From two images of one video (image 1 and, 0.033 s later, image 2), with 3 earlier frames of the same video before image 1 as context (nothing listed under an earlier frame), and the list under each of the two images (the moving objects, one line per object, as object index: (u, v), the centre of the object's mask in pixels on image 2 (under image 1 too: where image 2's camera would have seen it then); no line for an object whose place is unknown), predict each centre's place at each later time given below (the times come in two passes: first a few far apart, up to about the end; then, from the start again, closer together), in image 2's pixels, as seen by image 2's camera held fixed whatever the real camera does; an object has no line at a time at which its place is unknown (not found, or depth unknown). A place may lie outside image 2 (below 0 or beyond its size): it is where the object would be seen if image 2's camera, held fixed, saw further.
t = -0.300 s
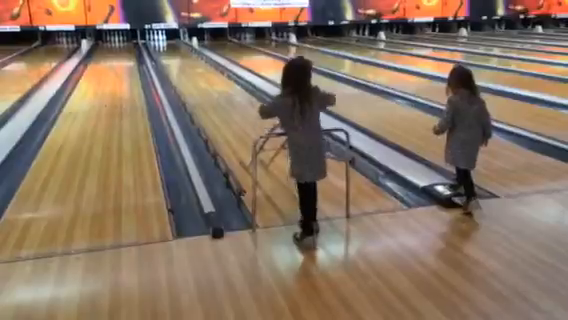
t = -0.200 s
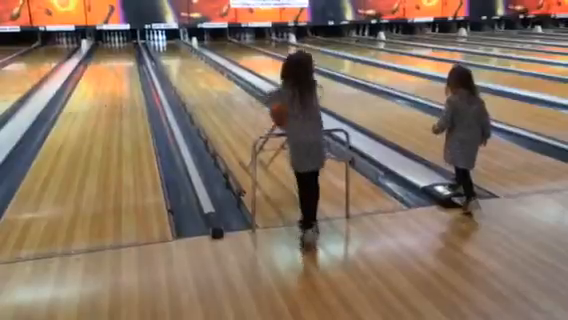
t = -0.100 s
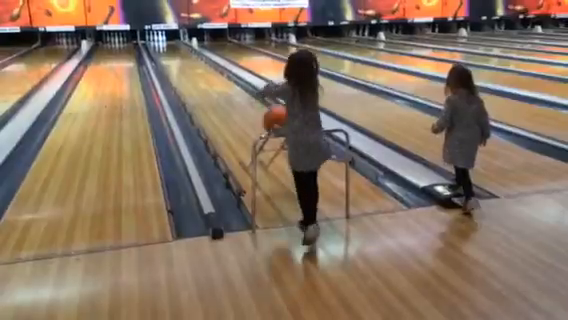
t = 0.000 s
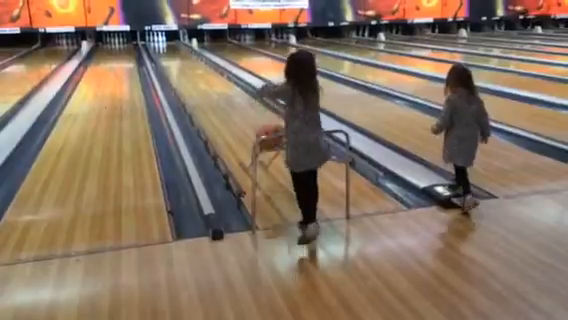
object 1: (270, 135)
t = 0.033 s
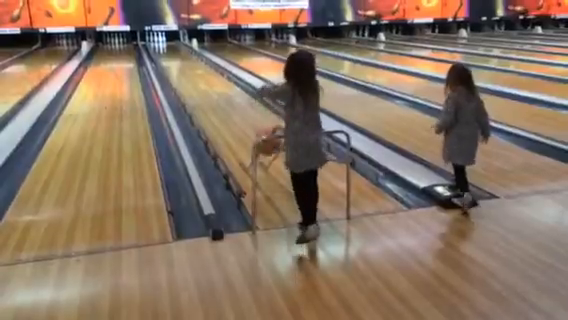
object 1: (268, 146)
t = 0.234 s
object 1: (246, 153)
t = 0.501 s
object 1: (229, 133)
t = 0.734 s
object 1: (214, 118)
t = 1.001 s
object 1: (204, 108)
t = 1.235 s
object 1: (196, 100)
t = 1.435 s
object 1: (189, 92)
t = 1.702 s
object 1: (183, 86)
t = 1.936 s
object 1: (178, 81)
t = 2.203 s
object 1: (175, 75)
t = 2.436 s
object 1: (173, 73)
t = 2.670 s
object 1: (171, 69)
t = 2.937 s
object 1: (167, 66)
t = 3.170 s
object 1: (166, 63)
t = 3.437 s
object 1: (165, 58)
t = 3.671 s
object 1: (163, 57)
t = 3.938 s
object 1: (162, 54)
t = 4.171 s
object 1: (162, 53)
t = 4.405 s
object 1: (161, 51)
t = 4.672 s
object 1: (161, 51)
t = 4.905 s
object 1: (160, 50)
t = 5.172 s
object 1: (160, 50)
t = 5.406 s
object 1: (160, 49)
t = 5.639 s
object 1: (160, 49)
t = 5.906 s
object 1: (160, 48)
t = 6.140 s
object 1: (160, 47)
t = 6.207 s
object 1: (160, 47)
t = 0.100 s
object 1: (261, 152)
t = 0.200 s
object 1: (247, 156)
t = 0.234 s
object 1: (246, 153)
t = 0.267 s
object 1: (245, 152)
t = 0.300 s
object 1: (244, 149)
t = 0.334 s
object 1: (242, 145)
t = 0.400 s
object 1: (236, 141)
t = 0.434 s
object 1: (233, 137)
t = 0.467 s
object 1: (231, 135)
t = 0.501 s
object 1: (229, 133)
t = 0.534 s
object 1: (227, 132)
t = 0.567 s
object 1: (223, 128)
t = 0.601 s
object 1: (222, 127)
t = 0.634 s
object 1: (220, 126)
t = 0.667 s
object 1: (219, 123)
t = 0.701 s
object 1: (217, 122)
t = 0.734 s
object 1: (214, 118)
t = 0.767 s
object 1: (212, 117)
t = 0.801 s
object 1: (212, 117)
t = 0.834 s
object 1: (210, 115)
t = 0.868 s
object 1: (208, 113)
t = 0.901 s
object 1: (208, 112)
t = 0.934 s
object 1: (206, 111)
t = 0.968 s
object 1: (205, 109)
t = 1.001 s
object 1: (204, 108)
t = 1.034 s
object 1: (202, 107)
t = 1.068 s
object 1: (202, 106)
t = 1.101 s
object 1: (200, 104)
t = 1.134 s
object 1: (199, 103)
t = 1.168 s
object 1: (198, 102)
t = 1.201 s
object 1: (197, 101)
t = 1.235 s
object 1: (196, 100)
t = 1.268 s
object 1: (195, 99)
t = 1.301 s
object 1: (194, 97)
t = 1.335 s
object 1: (193, 95)
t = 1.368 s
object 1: (191, 94)
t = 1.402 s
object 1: (191, 94)
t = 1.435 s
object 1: (189, 92)
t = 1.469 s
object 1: (189, 91)
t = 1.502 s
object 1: (187, 90)
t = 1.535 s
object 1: (186, 90)
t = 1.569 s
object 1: (186, 89)
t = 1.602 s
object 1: (186, 89)
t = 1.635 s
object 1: (185, 88)
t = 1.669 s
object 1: (185, 87)
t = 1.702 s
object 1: (183, 86)
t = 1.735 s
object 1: (183, 86)
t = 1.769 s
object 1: (183, 84)
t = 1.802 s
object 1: (182, 85)
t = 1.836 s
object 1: (181, 83)
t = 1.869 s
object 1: (180, 82)
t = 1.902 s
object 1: (179, 81)
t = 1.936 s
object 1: (178, 81)
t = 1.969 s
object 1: (178, 80)
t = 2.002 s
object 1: (177, 80)
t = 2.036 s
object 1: (177, 79)
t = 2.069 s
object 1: (175, 76)
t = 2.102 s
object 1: (175, 76)
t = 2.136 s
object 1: (175, 76)
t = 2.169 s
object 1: (175, 76)
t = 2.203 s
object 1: (175, 75)
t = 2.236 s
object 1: (174, 75)
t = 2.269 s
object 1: (174, 75)
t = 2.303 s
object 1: (173, 74)
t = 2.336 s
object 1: (172, 73)
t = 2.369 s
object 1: (172, 74)
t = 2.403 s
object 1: (172, 73)
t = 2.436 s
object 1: (173, 73)
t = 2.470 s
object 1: (172, 72)
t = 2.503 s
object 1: (172, 72)
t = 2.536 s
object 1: (172, 72)
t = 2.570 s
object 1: (172, 72)
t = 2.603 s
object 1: (172, 69)
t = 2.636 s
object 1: (171, 69)
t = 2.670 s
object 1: (171, 69)
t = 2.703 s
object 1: (171, 69)
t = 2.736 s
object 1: (170, 69)
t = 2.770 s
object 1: (170, 68)
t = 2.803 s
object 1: (169, 67)
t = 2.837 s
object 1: (168, 67)
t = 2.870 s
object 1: (167, 66)
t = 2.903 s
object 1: (167, 65)
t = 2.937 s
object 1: (167, 66)
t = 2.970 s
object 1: (167, 65)
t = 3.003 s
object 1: (167, 65)
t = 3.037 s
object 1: (167, 64)
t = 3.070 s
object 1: (166, 65)
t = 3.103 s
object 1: (166, 64)
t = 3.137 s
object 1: (167, 64)
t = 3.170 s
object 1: (166, 63)
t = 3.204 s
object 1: (166, 63)
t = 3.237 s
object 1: (166, 63)
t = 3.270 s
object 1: (166, 61)
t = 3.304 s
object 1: (165, 61)
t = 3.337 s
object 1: (166, 61)
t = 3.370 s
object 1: (166, 61)
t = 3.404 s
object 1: (166, 60)
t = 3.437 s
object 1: (165, 58)
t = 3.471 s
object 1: (165, 58)
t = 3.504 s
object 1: (164, 57)
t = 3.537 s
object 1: (164, 57)
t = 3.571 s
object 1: (163, 57)
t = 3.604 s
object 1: (164, 57)
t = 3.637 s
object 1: (163, 57)
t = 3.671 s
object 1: (163, 57)
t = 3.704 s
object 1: (163, 56)
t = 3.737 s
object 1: (163, 56)
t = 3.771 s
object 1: (163, 56)
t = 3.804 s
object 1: (163, 56)
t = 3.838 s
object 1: (163, 56)
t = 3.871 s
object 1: (163, 56)
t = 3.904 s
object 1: (162, 54)
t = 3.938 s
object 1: (162, 54)
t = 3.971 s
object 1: (162, 54)
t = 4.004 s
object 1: (162, 53)
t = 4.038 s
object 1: (162, 54)
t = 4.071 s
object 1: (162, 53)
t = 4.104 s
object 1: (162, 53)
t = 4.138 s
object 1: (162, 53)
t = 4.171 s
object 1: (162, 53)
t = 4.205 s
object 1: (162, 53)
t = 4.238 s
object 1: (162, 53)
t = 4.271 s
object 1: (162, 53)
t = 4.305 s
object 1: (162, 53)
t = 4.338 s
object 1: (162, 53)
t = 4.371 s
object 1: (162, 53)
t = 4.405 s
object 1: (161, 51)
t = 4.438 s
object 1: (161, 51)
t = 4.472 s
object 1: (161, 51)
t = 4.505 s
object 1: (161, 51)
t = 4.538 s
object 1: (161, 51)
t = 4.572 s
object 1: (161, 51)
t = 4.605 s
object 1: (161, 51)
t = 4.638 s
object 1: (161, 51)
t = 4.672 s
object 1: (161, 51)
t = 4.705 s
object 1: (161, 51)
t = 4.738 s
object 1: (161, 51)
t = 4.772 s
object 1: (161, 51)
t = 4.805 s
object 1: (161, 51)
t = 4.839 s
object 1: (160, 49)
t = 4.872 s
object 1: (160, 49)
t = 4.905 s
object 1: (160, 50)
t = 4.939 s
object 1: (160, 50)
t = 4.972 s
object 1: (160, 49)
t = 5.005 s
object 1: (160, 50)
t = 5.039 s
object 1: (160, 50)
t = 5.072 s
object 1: (160, 50)
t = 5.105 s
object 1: (160, 50)
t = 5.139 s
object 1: (160, 50)
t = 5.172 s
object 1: (160, 50)
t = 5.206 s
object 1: (160, 50)
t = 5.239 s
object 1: (160, 50)
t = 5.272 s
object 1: (160, 50)
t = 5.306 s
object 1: (160, 49)
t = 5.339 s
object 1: (160, 49)
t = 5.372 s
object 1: (160, 48)
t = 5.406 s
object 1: (160, 49)
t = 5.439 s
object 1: (160, 48)
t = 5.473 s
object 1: (160, 49)
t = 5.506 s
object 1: (160, 48)
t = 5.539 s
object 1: (160, 49)
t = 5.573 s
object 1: (159, 48)
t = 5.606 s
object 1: (160, 49)
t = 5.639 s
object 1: (160, 49)
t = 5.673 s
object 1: (160, 48)
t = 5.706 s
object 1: (160, 48)
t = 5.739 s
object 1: (160, 48)
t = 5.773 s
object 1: (160, 48)
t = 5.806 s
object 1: (160, 48)
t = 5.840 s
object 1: (160, 48)
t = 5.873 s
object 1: (160, 48)
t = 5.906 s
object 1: (160, 48)
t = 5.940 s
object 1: (160, 48)
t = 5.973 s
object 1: (160, 48)
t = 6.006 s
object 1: (160, 48)
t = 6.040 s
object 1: (161, 48)
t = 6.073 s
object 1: (160, 47)
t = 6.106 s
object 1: (161, 47)
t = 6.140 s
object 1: (160, 47)
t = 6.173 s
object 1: (161, 47)
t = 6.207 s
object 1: (160, 47)
